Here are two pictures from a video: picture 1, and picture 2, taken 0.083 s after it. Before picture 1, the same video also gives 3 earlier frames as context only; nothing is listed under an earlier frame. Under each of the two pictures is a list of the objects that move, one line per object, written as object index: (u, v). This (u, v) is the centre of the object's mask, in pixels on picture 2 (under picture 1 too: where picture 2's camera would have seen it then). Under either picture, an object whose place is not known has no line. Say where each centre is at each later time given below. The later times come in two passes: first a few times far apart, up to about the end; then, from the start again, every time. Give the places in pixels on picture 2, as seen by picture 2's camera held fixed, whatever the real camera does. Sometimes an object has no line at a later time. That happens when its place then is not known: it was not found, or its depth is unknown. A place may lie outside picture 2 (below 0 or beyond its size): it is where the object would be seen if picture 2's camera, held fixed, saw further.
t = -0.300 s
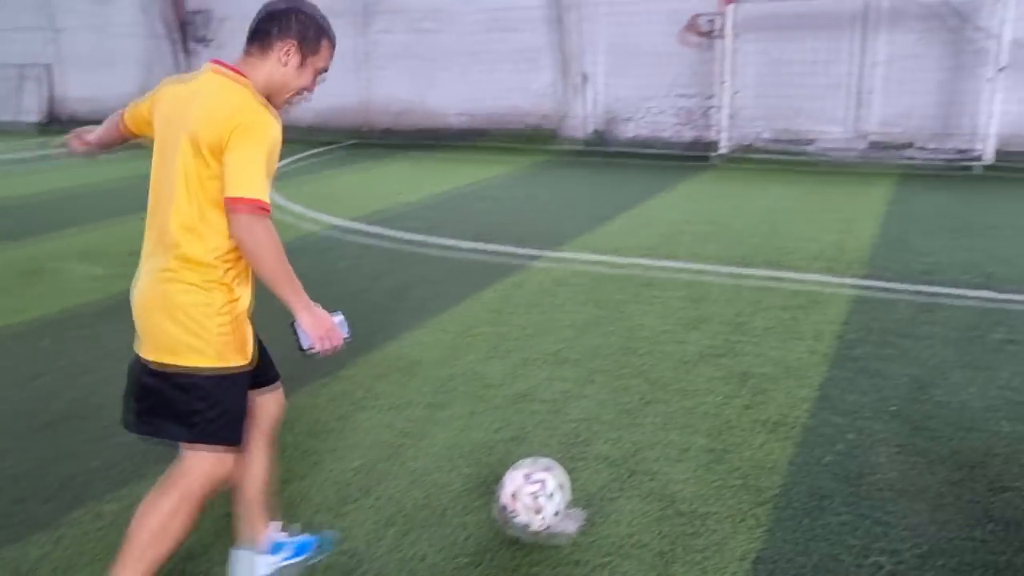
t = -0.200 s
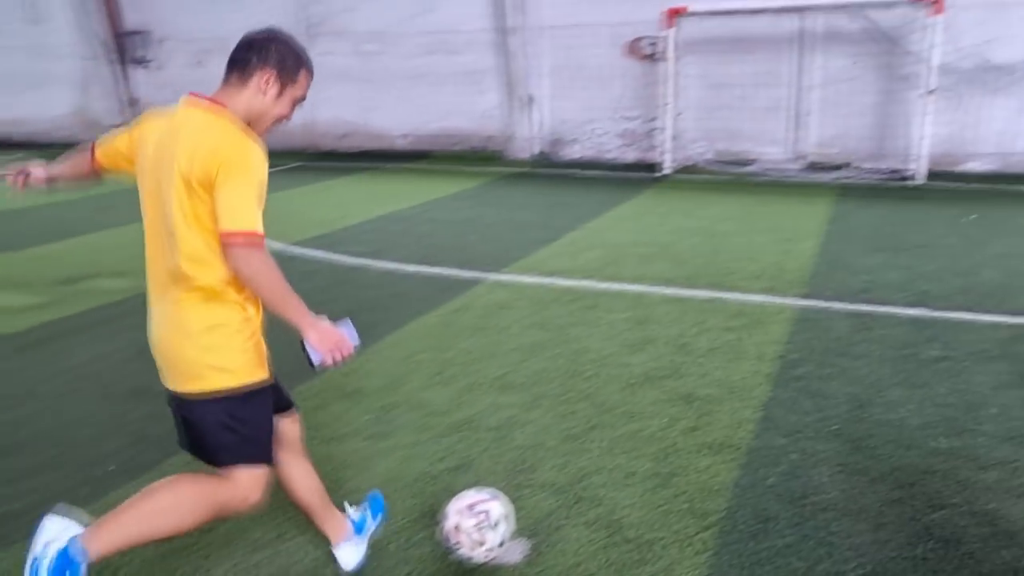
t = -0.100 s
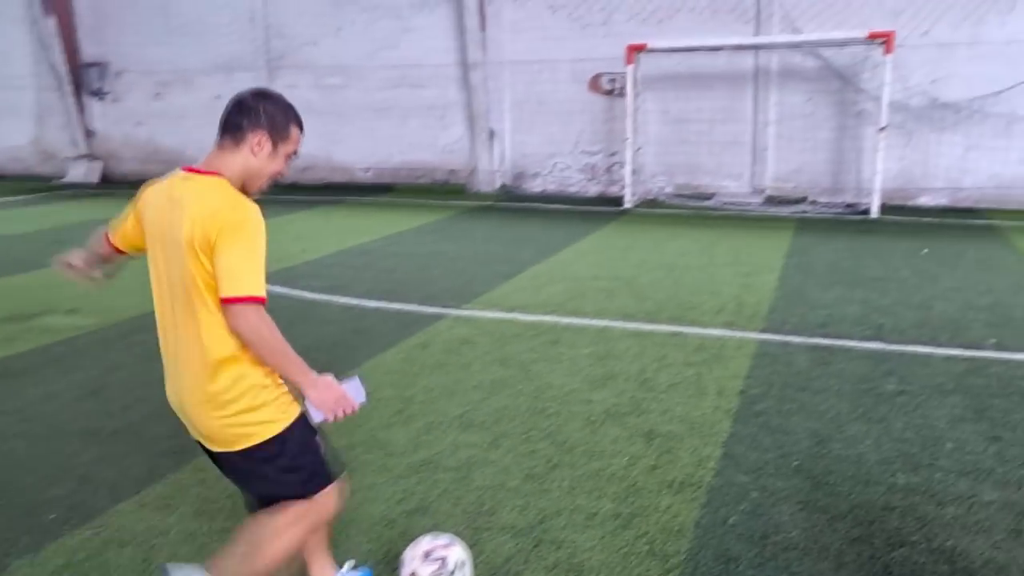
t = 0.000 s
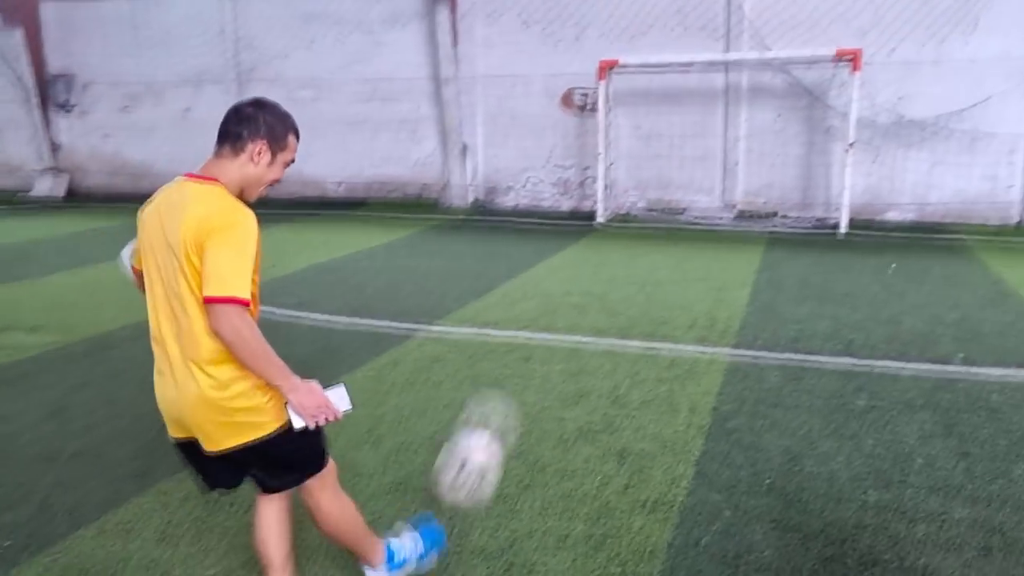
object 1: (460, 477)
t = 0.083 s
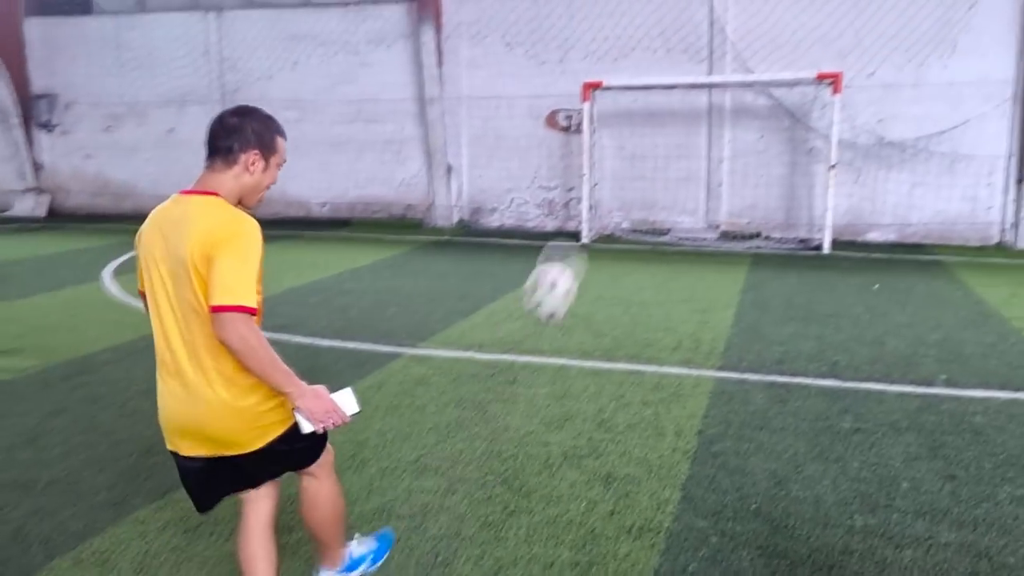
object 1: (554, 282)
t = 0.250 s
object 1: (655, 98)
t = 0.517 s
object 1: (726, 17)
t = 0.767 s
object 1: (750, 33)
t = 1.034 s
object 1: (758, 70)
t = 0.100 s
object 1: (565, 262)
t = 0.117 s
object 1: (578, 237)
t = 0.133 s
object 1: (593, 212)
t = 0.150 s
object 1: (604, 199)
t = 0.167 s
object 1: (613, 170)
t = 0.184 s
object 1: (623, 150)
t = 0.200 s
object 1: (630, 138)
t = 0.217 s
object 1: (639, 123)
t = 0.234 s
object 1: (647, 111)
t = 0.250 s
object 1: (655, 98)
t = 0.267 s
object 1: (662, 88)
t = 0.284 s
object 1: (670, 76)
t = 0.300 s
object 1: (674, 69)
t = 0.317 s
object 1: (679, 62)
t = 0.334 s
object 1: (684, 54)
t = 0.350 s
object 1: (690, 49)
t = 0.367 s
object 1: (694, 43)
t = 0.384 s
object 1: (699, 37)
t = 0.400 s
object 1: (703, 33)
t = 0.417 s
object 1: (707, 30)
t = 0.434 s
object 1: (710, 27)
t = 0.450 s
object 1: (714, 23)
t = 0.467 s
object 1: (717, 21)
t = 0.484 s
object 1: (721, 19)
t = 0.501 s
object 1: (723, 17)
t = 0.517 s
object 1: (726, 17)
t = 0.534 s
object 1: (728, 16)
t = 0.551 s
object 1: (731, 16)
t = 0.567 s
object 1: (733, 15)
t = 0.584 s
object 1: (735, 15)
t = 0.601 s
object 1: (737, 16)
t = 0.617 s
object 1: (739, 17)
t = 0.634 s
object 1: (740, 17)
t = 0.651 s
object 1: (742, 19)
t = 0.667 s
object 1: (743, 20)
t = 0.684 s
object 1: (744, 22)
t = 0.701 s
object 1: (746, 23)
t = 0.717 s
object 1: (746, 25)
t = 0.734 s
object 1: (748, 28)
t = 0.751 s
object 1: (749, 30)
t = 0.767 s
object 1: (750, 33)
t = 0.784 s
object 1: (751, 36)
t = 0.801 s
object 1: (752, 40)
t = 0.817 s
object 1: (753, 43)
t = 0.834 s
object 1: (753, 45)
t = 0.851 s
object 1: (754, 48)
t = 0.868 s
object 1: (755, 51)
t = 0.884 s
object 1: (754, 54)
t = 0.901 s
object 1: (755, 56)
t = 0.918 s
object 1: (755, 58)
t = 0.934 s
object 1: (755, 60)
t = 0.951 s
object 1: (756, 62)
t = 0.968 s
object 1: (757, 64)
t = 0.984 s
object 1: (757, 66)
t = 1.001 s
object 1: (757, 67)
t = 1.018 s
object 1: (757, 69)
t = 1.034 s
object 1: (758, 70)
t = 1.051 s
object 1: (758, 71)
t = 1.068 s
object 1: (754, 72)
